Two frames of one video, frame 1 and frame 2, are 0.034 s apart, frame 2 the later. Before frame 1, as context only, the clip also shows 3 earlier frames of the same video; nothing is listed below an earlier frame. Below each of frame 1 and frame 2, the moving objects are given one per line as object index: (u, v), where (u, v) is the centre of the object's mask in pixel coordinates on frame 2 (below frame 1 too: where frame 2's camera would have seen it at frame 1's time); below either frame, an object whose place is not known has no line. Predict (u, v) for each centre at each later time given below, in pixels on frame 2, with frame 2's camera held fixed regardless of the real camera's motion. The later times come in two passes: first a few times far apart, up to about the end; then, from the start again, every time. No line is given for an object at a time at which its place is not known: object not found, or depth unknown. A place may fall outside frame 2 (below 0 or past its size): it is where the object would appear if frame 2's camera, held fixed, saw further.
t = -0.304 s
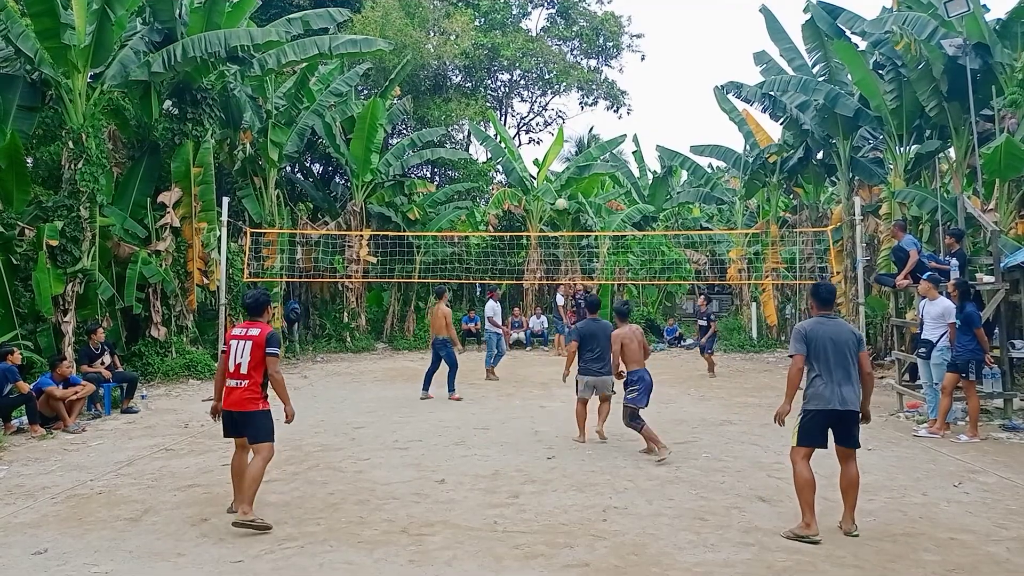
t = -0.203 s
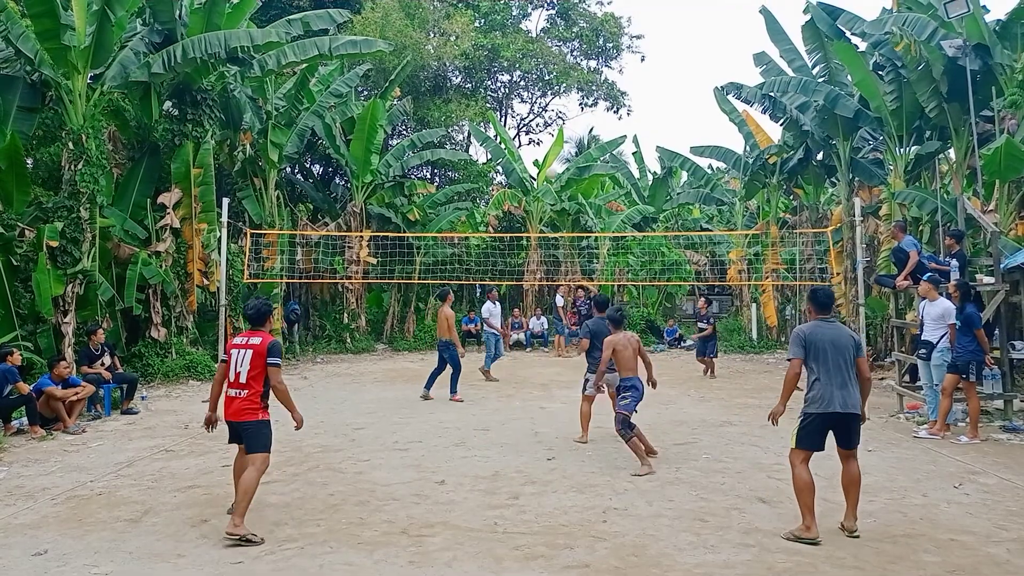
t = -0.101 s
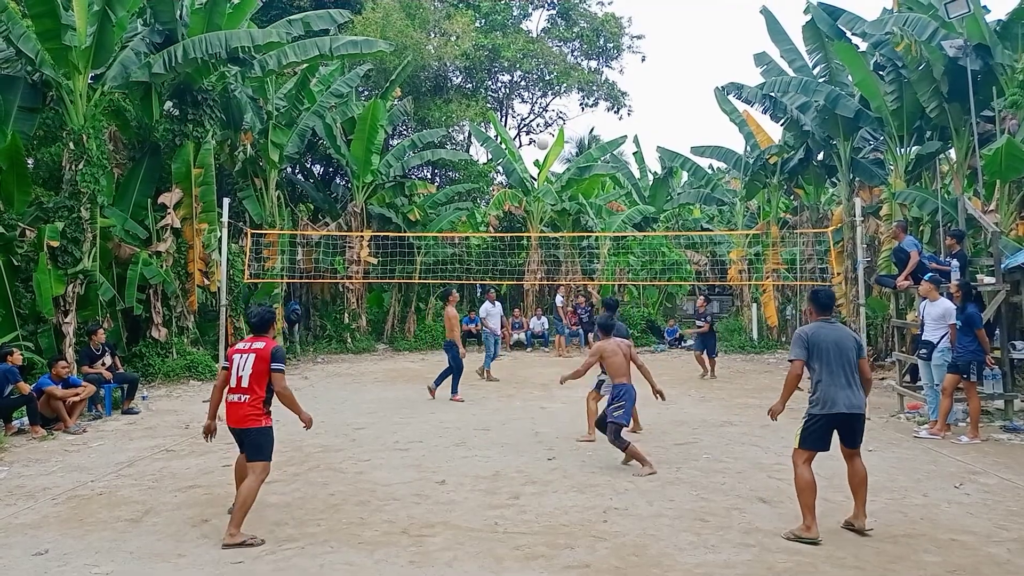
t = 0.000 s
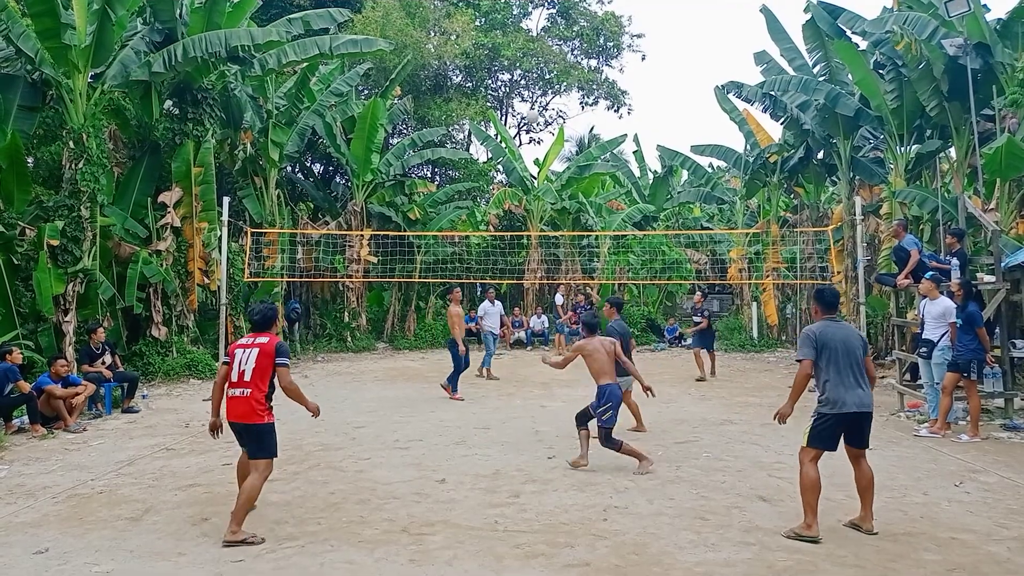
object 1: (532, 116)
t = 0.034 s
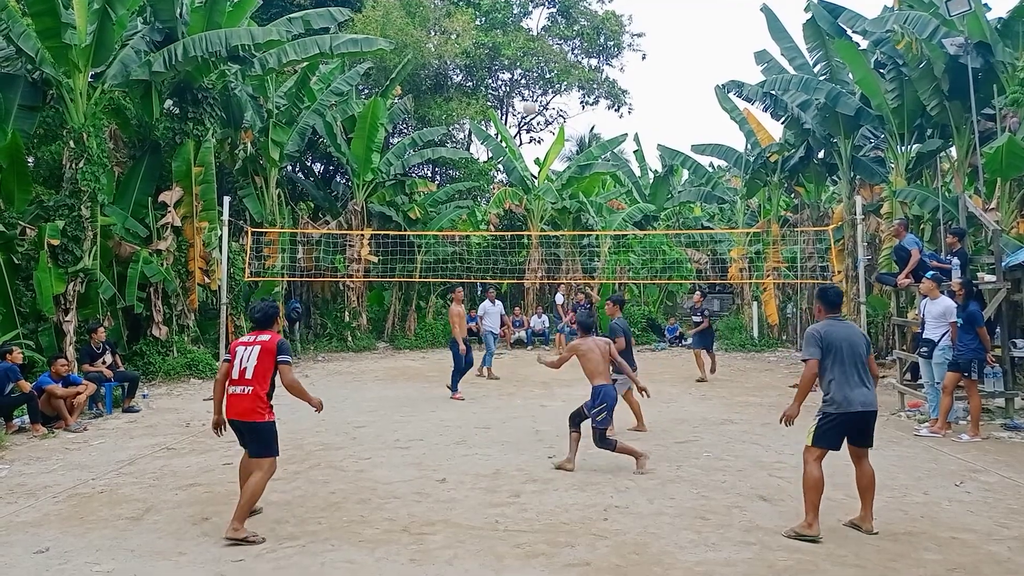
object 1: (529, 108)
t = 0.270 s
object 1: (502, 67)
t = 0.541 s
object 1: (465, 66)
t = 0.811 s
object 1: (415, 153)
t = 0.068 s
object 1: (526, 101)
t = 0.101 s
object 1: (522, 94)
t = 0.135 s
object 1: (518, 87)
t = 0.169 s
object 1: (514, 82)
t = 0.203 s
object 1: (511, 76)
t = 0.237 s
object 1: (506, 71)
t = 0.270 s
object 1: (502, 67)
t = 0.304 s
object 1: (498, 64)
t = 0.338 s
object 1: (494, 61)
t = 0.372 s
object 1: (489, 60)
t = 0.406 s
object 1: (485, 59)
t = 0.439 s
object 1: (480, 59)
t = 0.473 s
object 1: (475, 60)
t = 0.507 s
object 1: (470, 63)
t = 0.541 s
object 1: (465, 66)
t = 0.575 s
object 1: (459, 71)
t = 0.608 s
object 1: (453, 77)
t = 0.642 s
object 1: (447, 85)
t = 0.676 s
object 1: (441, 95)
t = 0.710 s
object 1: (435, 106)
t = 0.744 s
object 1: (428, 119)
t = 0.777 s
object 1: (422, 135)
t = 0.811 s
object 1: (415, 153)
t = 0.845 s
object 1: (407, 173)
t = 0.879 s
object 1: (400, 196)
